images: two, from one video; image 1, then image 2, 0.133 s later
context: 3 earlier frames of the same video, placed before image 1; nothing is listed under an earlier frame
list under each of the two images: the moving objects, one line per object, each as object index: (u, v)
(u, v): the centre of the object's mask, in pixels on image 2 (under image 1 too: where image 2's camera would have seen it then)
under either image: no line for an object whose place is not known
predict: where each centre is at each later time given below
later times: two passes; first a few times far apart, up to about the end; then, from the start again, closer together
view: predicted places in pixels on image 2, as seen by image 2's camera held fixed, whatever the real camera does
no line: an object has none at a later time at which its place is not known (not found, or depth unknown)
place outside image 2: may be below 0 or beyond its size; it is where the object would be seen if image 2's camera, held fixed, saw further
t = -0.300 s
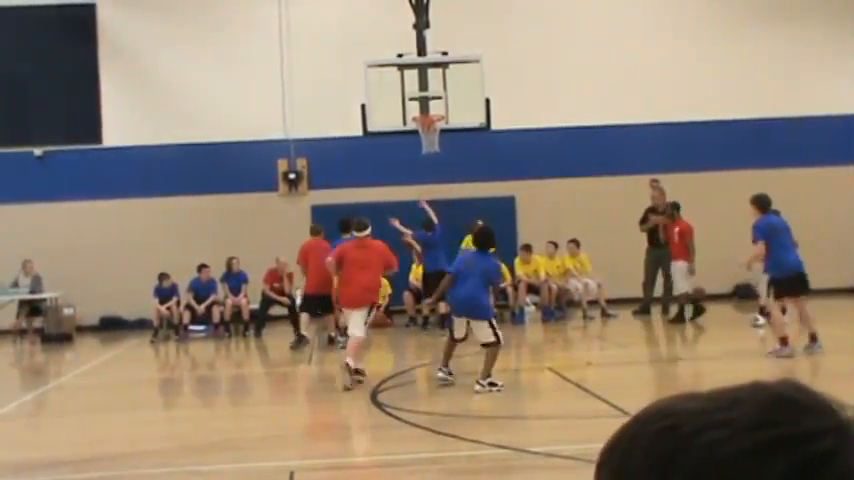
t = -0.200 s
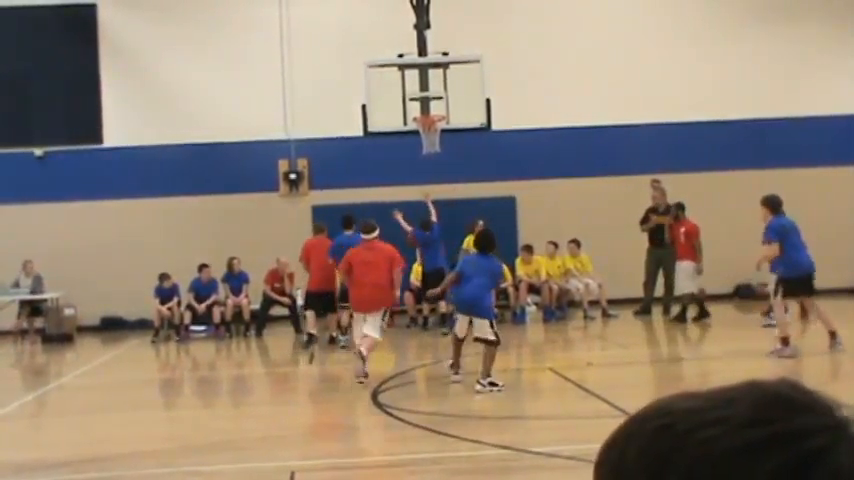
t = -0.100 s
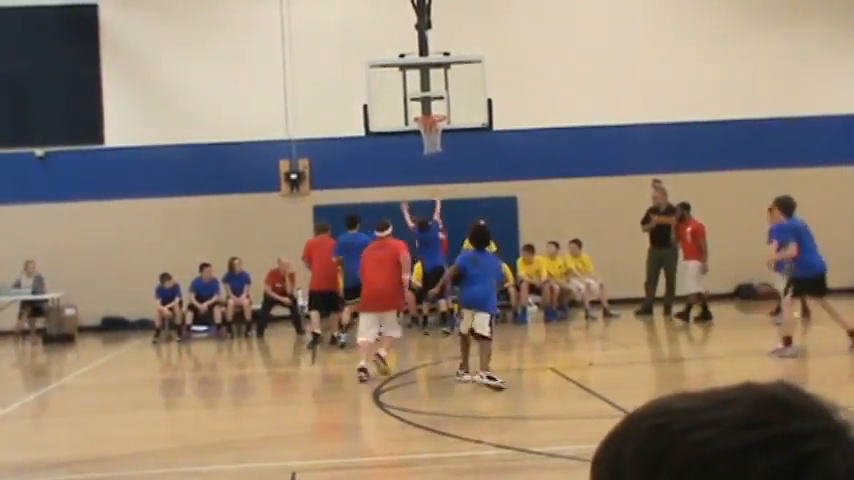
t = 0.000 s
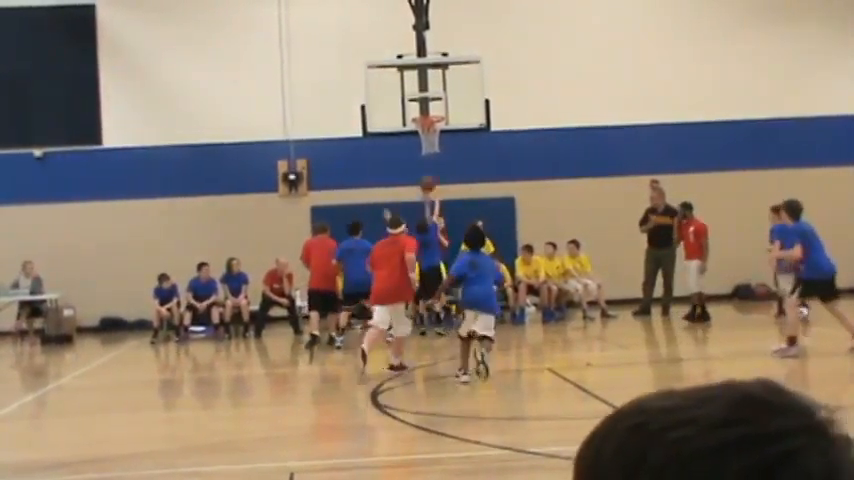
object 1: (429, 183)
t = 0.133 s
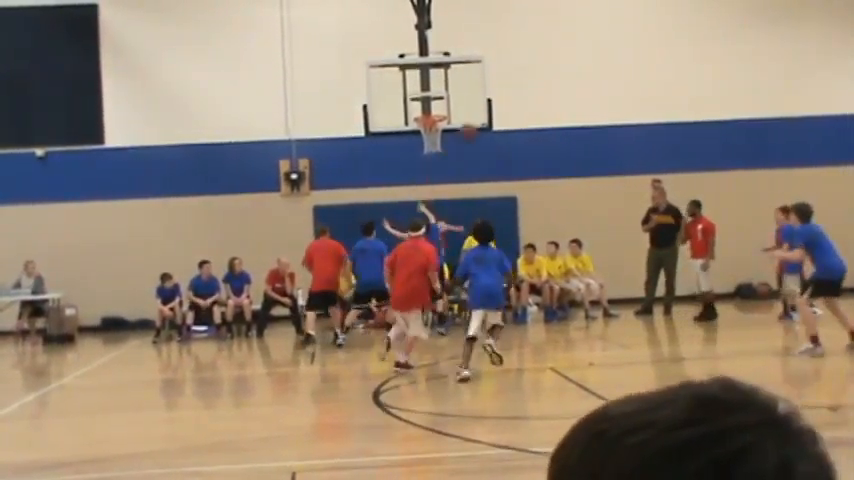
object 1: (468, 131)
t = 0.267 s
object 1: (508, 89)
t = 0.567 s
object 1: (619, 30)
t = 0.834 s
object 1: (746, 31)
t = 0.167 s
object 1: (477, 120)
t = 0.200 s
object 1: (487, 109)
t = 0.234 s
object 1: (497, 99)
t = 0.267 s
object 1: (508, 89)
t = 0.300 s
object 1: (520, 80)
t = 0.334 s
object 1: (531, 71)
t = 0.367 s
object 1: (543, 63)
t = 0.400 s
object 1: (555, 56)
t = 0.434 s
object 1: (567, 49)
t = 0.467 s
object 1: (579, 43)
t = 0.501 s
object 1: (593, 38)
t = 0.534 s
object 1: (605, 34)
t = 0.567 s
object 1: (619, 30)
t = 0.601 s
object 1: (633, 26)
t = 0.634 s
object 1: (648, 25)
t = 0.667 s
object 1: (663, 23)
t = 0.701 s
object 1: (678, 23)
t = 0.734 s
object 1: (694, 24)
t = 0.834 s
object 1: (746, 31)
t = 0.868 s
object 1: (765, 36)
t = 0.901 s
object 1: (783, 42)
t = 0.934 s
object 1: (803, 49)
